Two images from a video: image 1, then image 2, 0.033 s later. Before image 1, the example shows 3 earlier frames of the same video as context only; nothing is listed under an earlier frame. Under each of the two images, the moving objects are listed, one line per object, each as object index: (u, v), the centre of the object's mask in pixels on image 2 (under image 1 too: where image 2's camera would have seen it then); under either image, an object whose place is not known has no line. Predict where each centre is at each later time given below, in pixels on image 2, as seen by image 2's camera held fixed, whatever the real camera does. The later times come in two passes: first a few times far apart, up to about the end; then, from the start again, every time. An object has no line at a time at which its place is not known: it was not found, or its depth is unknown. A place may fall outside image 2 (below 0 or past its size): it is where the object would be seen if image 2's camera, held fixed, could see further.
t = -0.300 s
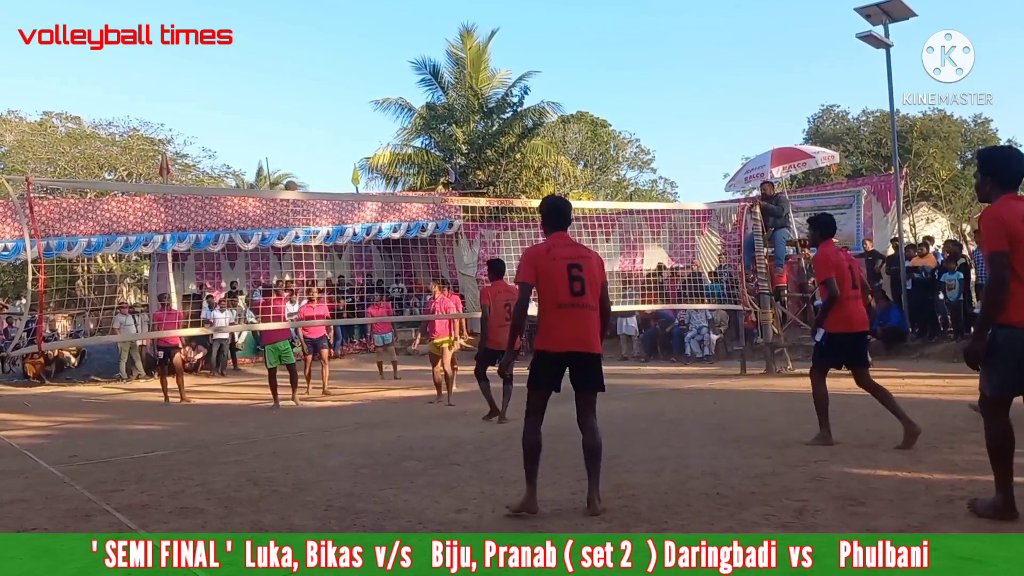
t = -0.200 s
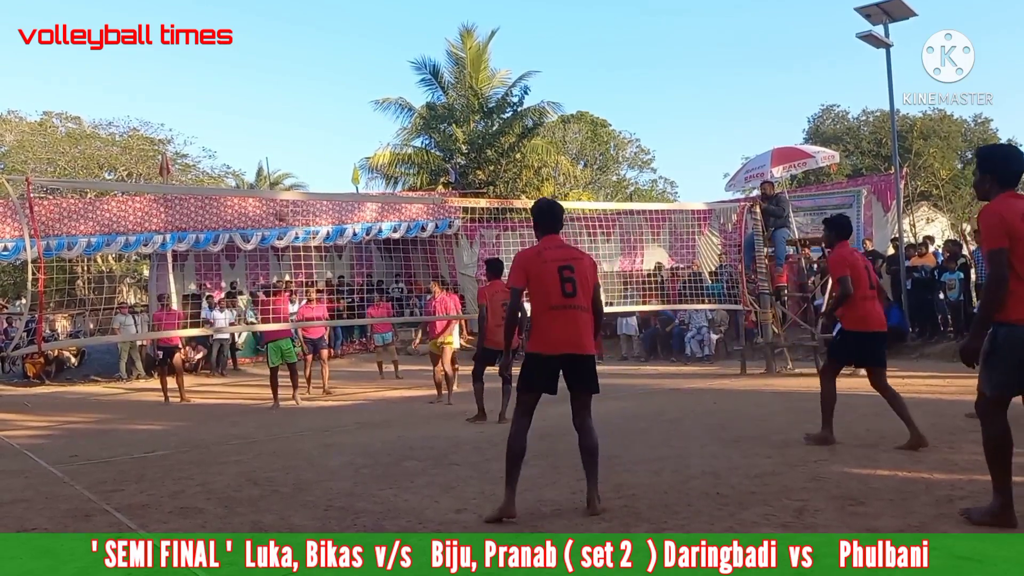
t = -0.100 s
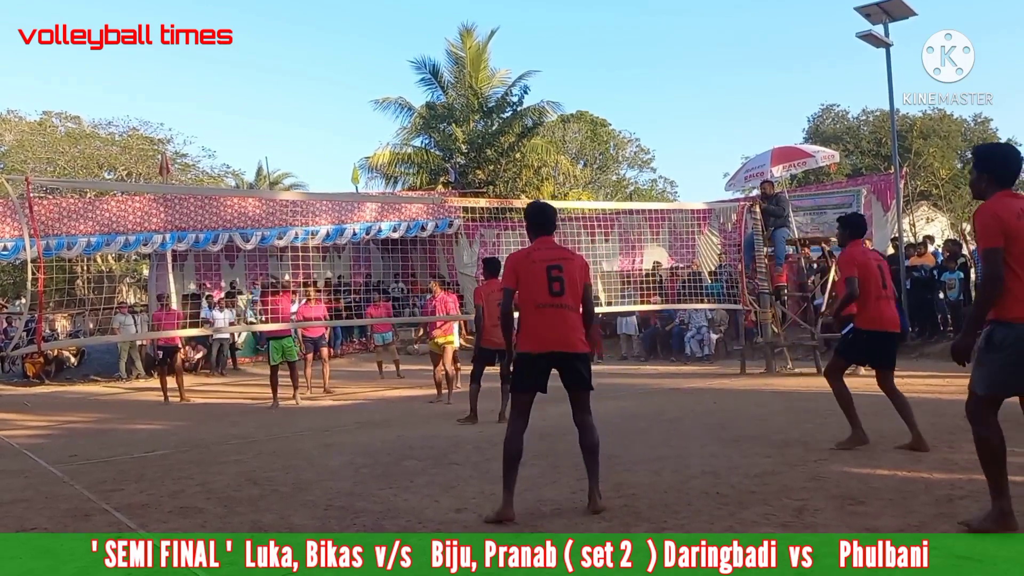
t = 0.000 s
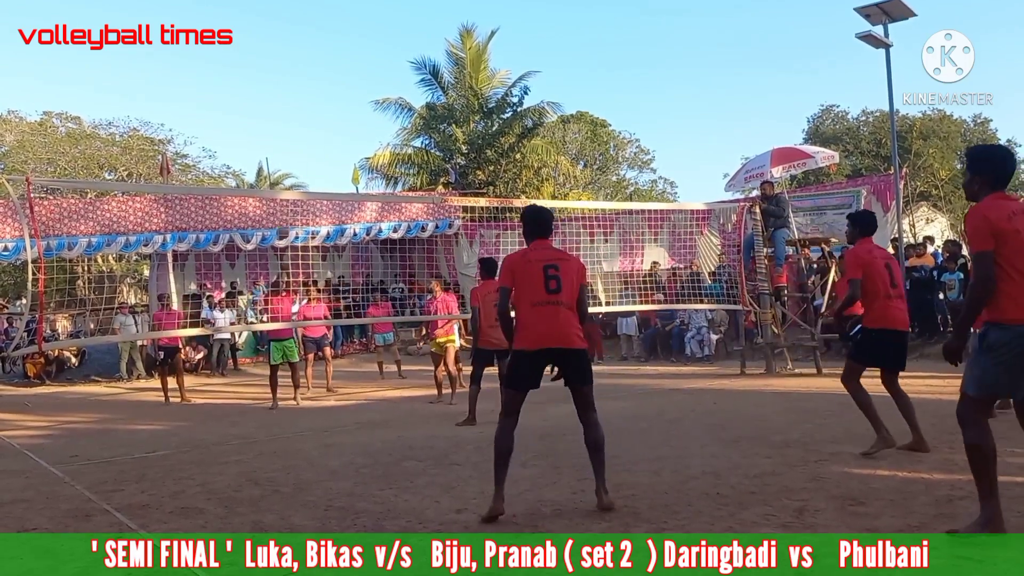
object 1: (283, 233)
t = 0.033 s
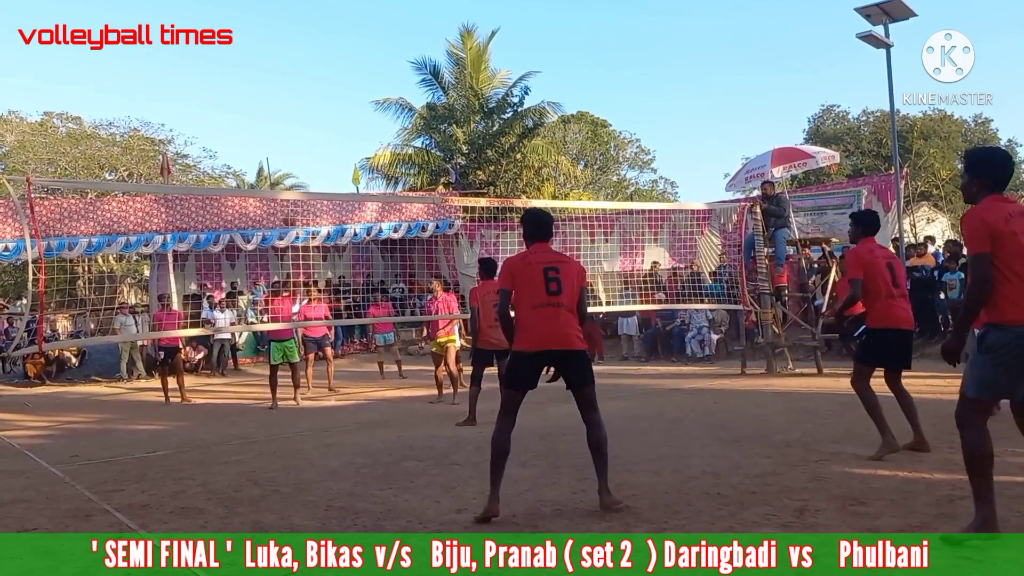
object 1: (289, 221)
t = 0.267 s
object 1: (344, 146)
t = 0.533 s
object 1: (438, 104)
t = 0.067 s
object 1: (295, 210)
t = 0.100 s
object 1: (304, 202)
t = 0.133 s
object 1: (310, 186)
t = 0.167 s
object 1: (318, 175)
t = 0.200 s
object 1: (326, 165)
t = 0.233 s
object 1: (335, 155)
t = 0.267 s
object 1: (344, 146)
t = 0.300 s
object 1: (353, 138)
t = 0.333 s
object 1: (363, 130)
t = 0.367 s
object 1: (374, 123)
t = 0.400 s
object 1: (385, 117)
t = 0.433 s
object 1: (397, 111)
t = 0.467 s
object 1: (410, 107)
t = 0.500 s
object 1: (424, 105)
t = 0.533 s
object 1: (438, 104)
